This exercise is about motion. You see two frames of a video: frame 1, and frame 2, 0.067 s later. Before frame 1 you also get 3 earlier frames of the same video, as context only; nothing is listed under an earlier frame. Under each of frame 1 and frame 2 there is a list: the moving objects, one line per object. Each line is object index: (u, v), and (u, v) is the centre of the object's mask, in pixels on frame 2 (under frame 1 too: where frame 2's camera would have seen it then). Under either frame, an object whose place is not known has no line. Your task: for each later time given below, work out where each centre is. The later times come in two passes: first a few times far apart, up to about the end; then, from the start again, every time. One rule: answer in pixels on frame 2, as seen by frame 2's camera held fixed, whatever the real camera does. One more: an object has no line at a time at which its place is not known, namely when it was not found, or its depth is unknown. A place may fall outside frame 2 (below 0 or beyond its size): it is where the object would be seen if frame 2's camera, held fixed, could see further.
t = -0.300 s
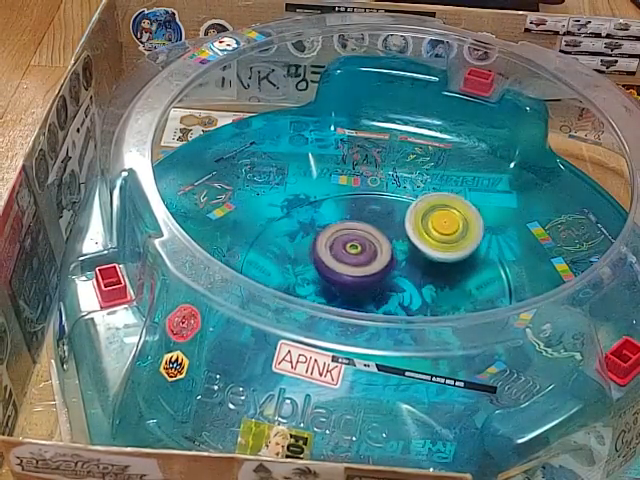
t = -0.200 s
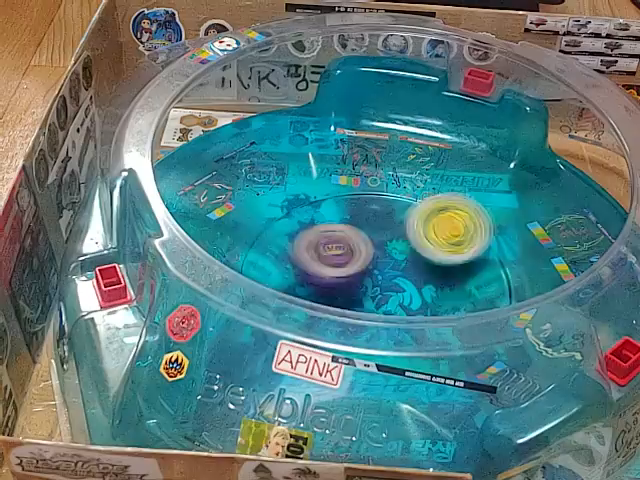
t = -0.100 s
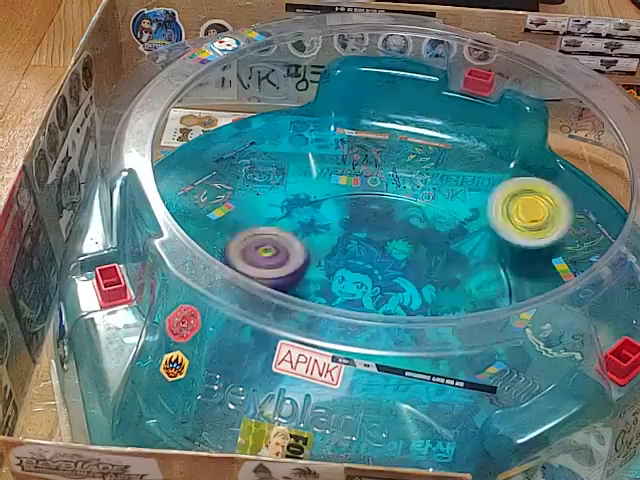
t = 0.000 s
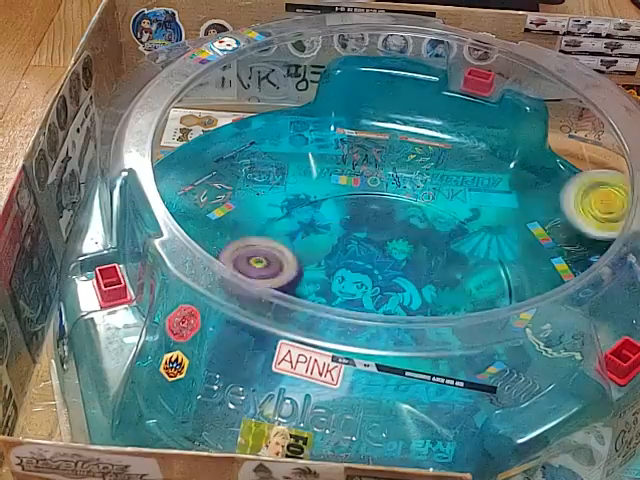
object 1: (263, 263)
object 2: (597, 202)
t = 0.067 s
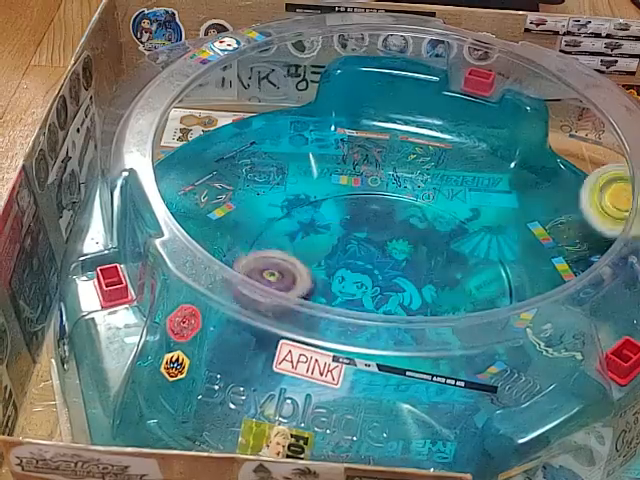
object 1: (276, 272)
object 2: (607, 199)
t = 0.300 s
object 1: (342, 291)
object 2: (520, 236)
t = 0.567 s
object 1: (322, 276)
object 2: (458, 279)
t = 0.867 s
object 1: (328, 281)
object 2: (462, 291)
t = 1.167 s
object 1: (326, 251)
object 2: (406, 331)
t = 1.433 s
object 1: (321, 257)
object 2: (386, 300)
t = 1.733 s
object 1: (331, 231)
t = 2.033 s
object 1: (350, 238)
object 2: (302, 278)
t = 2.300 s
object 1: (372, 248)
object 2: (282, 247)
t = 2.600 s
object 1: (390, 259)
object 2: (314, 219)
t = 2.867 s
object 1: (406, 269)
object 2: (353, 210)
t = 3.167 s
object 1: (417, 282)
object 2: (385, 218)
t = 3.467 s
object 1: (409, 292)
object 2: (424, 233)
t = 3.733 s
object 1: (390, 297)
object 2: (444, 257)
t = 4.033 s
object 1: (361, 292)
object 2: (447, 270)
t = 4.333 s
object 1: (345, 280)
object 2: (438, 296)
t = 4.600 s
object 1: (342, 261)
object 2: (425, 293)
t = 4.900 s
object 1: (346, 247)
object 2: (410, 290)
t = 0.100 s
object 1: (285, 276)
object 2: (598, 210)
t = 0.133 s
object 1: (295, 280)
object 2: (589, 215)
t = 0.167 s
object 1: (305, 284)
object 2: (576, 221)
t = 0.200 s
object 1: (314, 287)
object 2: (560, 222)
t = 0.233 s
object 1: (324, 289)
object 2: (547, 224)
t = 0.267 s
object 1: (334, 291)
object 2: (532, 232)
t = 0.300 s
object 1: (342, 291)
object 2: (520, 236)
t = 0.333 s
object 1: (348, 290)
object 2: (507, 243)
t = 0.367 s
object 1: (354, 289)
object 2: (492, 251)
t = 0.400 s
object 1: (359, 288)
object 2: (476, 258)
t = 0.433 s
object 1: (363, 286)
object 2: (459, 264)
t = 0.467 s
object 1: (365, 284)
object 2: (444, 270)
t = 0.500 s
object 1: (351, 281)
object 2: (444, 272)
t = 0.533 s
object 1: (334, 278)
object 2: (451, 276)
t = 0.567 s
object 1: (322, 276)
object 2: (458, 279)
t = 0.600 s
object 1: (315, 274)
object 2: (466, 283)
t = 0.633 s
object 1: (312, 274)
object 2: (473, 284)
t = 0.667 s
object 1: (312, 274)
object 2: (480, 285)
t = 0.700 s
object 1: (312, 275)
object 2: (487, 287)
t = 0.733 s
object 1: (313, 276)
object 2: (491, 288)
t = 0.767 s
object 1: (317, 278)
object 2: (487, 289)
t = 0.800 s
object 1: (321, 279)
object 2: (479, 290)
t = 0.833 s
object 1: (325, 280)
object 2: (472, 291)
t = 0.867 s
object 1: (328, 281)
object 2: (462, 291)
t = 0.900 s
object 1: (331, 281)
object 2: (452, 292)
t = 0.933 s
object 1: (333, 280)
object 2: (442, 292)
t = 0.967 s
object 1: (334, 279)
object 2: (432, 293)
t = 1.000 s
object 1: (335, 276)
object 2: (421, 293)
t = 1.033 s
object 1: (335, 274)
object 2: (413, 294)
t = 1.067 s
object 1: (330, 263)
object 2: (409, 307)
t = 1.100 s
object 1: (328, 257)
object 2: (407, 314)
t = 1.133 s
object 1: (327, 253)
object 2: (406, 322)
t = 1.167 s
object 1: (326, 251)
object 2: (406, 331)
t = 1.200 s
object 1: (326, 250)
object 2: (406, 337)
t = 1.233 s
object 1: (326, 251)
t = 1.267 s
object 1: (325, 252)
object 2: (406, 337)
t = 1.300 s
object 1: (324, 254)
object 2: (402, 330)
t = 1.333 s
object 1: (323, 256)
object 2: (398, 324)
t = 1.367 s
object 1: (322, 257)
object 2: (394, 318)
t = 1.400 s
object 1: (321, 257)
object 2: (394, 304)
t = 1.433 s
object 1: (321, 257)
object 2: (386, 300)
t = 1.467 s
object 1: (321, 257)
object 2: (378, 298)
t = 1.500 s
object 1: (320, 245)
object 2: (377, 302)
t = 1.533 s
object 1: (321, 237)
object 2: (367, 316)
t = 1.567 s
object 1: (323, 232)
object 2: (358, 320)
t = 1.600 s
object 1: (325, 229)
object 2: (349, 325)
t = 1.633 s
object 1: (327, 229)
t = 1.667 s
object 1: (329, 229)
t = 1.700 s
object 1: (330, 230)
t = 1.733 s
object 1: (331, 231)
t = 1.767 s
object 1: (332, 232)
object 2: (328, 322)
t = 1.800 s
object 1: (334, 233)
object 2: (334, 304)
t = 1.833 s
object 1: (335, 233)
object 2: (331, 300)
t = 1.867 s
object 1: (337, 234)
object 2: (326, 297)
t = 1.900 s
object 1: (338, 234)
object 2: (323, 294)
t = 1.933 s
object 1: (339, 234)
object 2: (316, 291)
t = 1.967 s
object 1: (342, 236)
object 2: (312, 286)
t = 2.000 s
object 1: (345, 237)
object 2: (308, 282)
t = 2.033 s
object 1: (350, 238)
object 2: (302, 278)
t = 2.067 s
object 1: (354, 238)
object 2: (296, 274)
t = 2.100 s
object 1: (359, 238)
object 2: (290, 271)
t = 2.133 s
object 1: (362, 240)
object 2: (286, 266)
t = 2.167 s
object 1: (365, 242)
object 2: (282, 262)
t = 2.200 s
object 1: (367, 244)
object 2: (281, 258)
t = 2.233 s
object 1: (369, 245)
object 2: (280, 254)
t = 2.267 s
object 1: (371, 247)
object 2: (280, 251)
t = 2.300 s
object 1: (372, 248)
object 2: (282, 247)
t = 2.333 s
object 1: (374, 249)
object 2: (284, 244)
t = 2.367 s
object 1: (376, 250)
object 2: (288, 241)
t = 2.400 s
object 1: (378, 252)
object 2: (292, 237)
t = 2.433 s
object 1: (380, 253)
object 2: (297, 235)
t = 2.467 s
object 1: (383, 254)
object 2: (301, 232)
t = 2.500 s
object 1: (385, 255)
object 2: (305, 230)
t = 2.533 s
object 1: (387, 257)
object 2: (308, 226)
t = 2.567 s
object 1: (389, 258)
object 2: (311, 223)
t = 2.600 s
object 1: (390, 259)
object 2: (314, 219)
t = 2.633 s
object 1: (392, 259)
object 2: (318, 217)
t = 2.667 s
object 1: (394, 260)
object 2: (323, 215)
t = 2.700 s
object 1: (397, 261)
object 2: (327, 213)
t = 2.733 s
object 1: (399, 262)
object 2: (332, 212)
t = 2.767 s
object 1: (401, 263)
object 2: (338, 211)
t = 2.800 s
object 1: (403, 265)
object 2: (343, 209)
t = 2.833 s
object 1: (404, 267)
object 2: (347, 209)
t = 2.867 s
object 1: (406, 269)
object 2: (353, 210)
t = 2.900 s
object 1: (407, 270)
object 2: (357, 209)
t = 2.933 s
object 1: (407, 275)
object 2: (362, 208)
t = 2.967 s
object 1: (409, 276)
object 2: (366, 209)
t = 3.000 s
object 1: (410, 276)
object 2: (369, 209)
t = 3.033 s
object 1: (412, 277)
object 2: (372, 209)
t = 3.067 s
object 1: (413, 278)
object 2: (375, 211)
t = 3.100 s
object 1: (415, 279)
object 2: (379, 213)
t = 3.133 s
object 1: (416, 281)
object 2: (381, 215)
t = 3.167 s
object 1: (417, 282)
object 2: (385, 218)
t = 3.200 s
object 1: (417, 283)
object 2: (388, 221)
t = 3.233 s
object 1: (417, 284)
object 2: (391, 223)
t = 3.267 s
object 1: (416, 286)
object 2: (395, 226)
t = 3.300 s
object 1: (415, 287)
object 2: (399, 227)
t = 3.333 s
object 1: (414, 288)
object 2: (404, 228)
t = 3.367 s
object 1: (413, 289)
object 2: (409, 230)
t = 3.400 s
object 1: (412, 290)
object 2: (413, 231)
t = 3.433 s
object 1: (411, 291)
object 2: (419, 232)
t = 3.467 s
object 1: (409, 292)
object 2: (424, 233)
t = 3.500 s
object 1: (406, 294)
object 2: (430, 235)
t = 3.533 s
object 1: (403, 295)
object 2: (435, 237)
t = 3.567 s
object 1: (400, 296)
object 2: (439, 240)
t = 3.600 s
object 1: (398, 297)
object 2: (442, 244)
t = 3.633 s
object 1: (395, 298)
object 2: (444, 248)
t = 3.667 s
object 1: (393, 297)
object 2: (444, 251)
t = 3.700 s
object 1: (391, 297)
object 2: (444, 254)
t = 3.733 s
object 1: (390, 297)
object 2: (444, 257)
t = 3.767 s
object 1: (389, 297)
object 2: (443, 259)
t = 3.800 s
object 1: (385, 297)
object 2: (444, 262)
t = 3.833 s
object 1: (381, 297)
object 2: (445, 262)
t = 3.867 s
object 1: (379, 297)
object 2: (445, 262)
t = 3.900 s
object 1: (377, 296)
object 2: (444, 265)
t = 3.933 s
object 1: (373, 296)
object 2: (444, 266)
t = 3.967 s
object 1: (367, 295)
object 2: (446, 266)
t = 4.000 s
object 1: (364, 294)
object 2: (447, 267)
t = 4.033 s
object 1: (361, 292)
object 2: (447, 270)
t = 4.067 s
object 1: (358, 291)
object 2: (445, 273)
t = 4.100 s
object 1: (357, 289)
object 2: (443, 277)
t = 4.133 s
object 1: (354, 287)
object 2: (443, 280)
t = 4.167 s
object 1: (348, 285)
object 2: (447, 282)
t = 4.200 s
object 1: (346, 284)
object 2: (450, 285)
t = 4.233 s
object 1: (345, 283)
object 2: (450, 288)
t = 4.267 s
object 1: (345, 282)
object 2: (448, 291)
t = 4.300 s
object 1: (345, 280)
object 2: (443, 293)
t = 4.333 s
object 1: (345, 280)
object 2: (438, 296)
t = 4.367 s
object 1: (345, 278)
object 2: (434, 297)
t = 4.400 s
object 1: (345, 277)
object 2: (429, 297)
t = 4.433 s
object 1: (345, 275)
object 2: (426, 298)
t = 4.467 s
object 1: (344, 274)
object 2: (425, 297)
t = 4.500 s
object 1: (344, 272)
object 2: (423, 296)
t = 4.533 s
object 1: (345, 270)
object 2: (420, 294)
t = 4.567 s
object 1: (343, 267)
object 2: (422, 294)
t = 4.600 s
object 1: (342, 261)
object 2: (425, 293)
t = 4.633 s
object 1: (343, 258)
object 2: (427, 293)
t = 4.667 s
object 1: (344, 256)
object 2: (430, 292)
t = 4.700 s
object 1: (345, 255)
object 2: (431, 291)
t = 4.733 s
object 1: (346, 255)
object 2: (431, 291)
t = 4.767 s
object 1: (346, 255)
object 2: (430, 291)
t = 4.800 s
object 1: (346, 254)
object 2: (428, 291)
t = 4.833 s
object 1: (347, 254)
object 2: (422, 290)
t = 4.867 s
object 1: (347, 252)
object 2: (414, 289)
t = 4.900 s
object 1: (346, 247)
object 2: (410, 290)
